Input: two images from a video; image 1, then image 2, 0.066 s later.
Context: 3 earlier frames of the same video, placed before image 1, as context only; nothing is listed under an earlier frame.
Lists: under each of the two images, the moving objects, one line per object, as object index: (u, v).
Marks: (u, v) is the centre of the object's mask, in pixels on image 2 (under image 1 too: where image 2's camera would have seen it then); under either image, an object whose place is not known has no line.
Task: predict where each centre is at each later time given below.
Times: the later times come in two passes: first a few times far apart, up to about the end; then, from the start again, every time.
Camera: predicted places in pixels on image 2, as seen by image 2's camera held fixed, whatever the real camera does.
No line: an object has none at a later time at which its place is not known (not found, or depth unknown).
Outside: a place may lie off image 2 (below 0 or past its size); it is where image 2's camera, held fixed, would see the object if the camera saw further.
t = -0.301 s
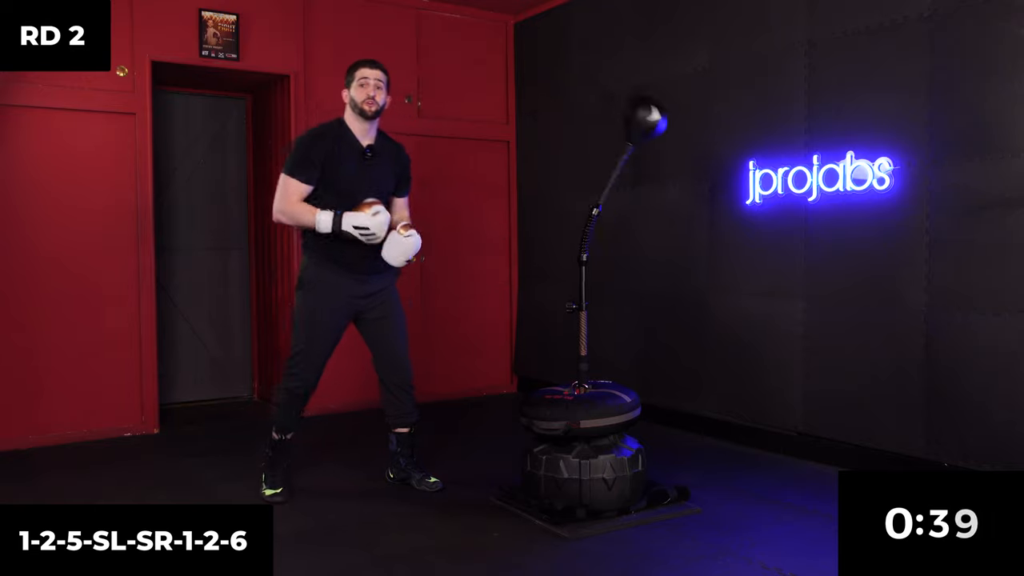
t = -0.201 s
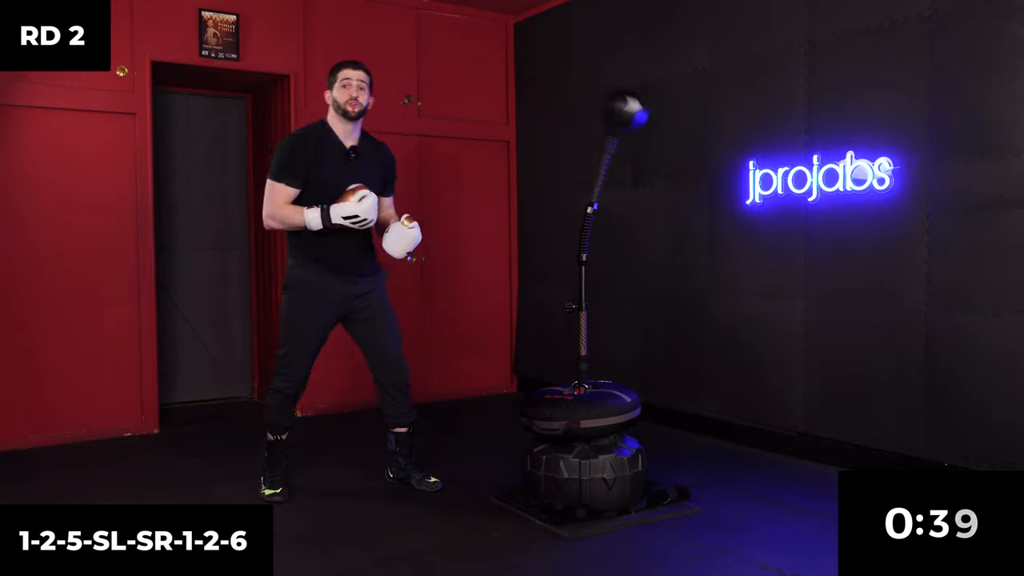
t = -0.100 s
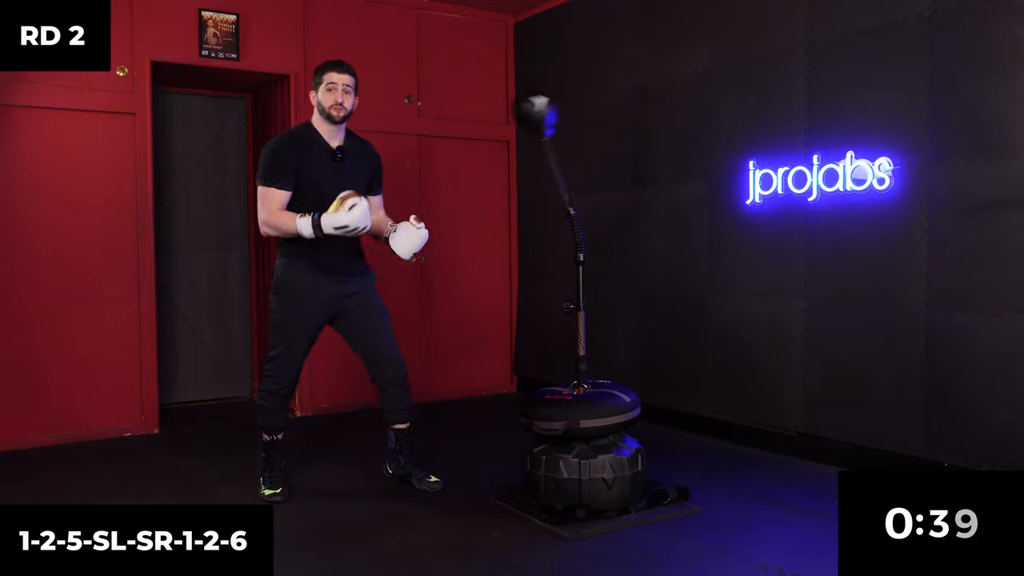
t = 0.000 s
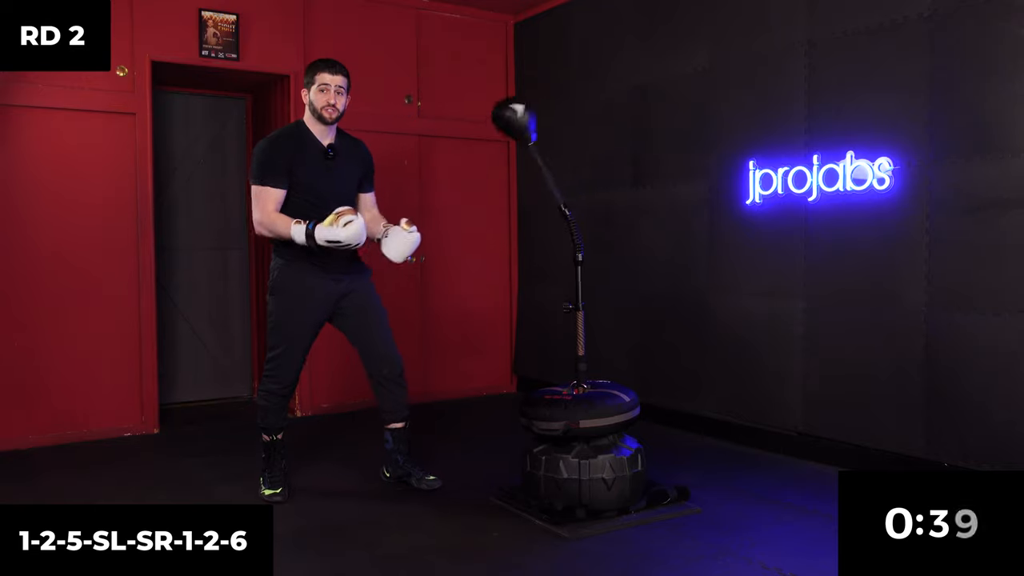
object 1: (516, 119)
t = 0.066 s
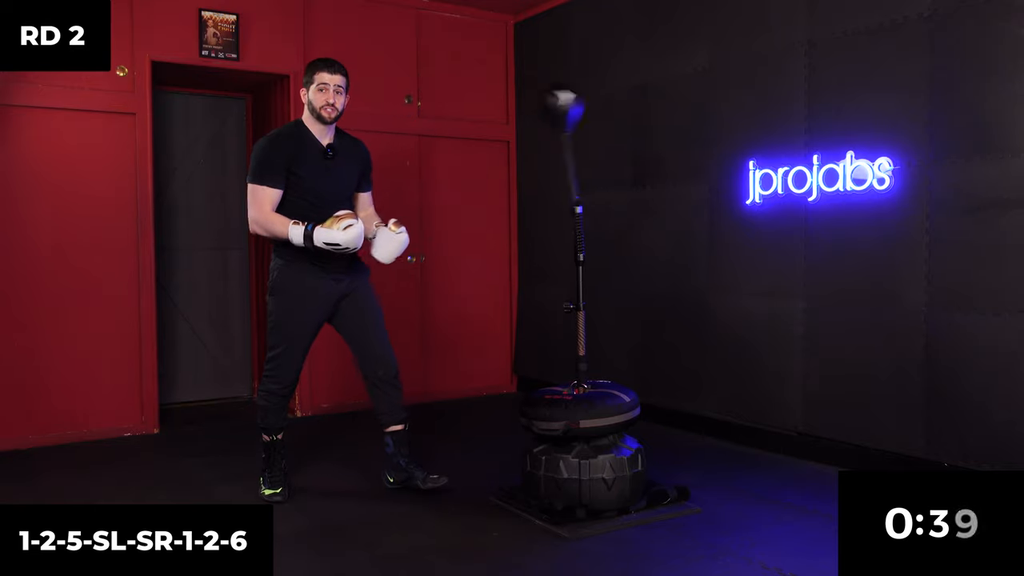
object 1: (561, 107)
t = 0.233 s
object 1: (638, 117)
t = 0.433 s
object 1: (516, 119)
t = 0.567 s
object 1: (585, 105)
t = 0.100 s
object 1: (591, 107)
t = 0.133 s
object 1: (619, 111)
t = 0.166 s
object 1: (637, 116)
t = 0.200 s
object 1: (641, 119)
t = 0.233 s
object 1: (638, 117)
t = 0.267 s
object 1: (624, 112)
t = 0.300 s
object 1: (601, 106)
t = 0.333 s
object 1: (572, 105)
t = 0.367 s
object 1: (546, 111)
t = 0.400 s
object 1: (525, 117)
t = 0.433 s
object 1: (516, 119)
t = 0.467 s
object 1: (519, 118)
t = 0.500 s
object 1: (534, 113)
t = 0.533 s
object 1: (558, 107)
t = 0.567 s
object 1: (585, 105)
